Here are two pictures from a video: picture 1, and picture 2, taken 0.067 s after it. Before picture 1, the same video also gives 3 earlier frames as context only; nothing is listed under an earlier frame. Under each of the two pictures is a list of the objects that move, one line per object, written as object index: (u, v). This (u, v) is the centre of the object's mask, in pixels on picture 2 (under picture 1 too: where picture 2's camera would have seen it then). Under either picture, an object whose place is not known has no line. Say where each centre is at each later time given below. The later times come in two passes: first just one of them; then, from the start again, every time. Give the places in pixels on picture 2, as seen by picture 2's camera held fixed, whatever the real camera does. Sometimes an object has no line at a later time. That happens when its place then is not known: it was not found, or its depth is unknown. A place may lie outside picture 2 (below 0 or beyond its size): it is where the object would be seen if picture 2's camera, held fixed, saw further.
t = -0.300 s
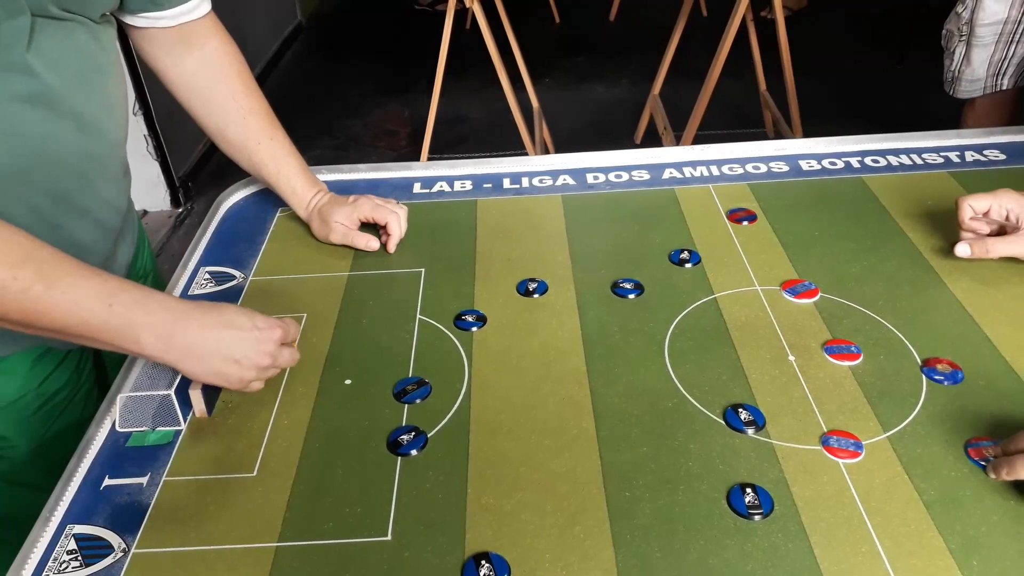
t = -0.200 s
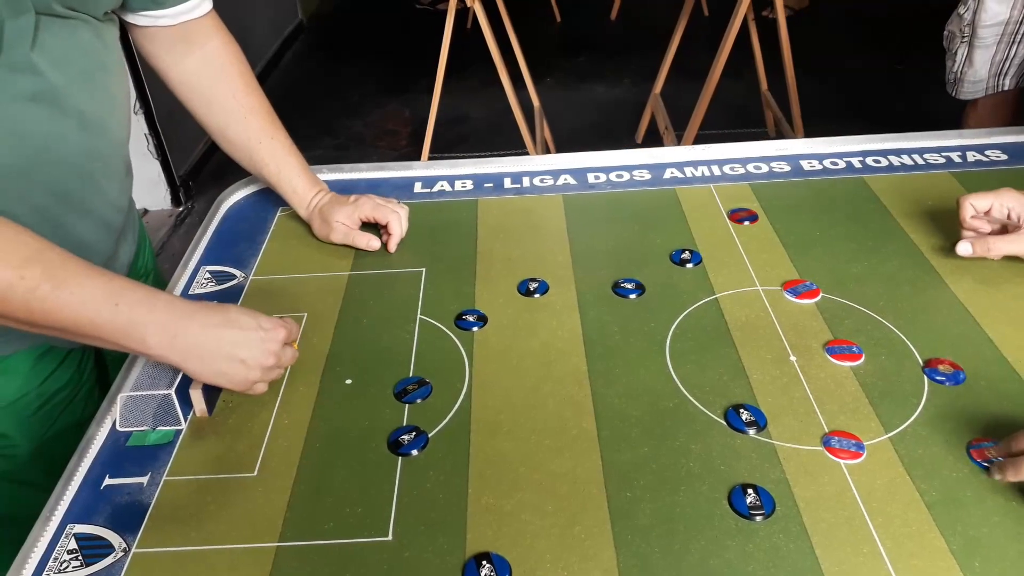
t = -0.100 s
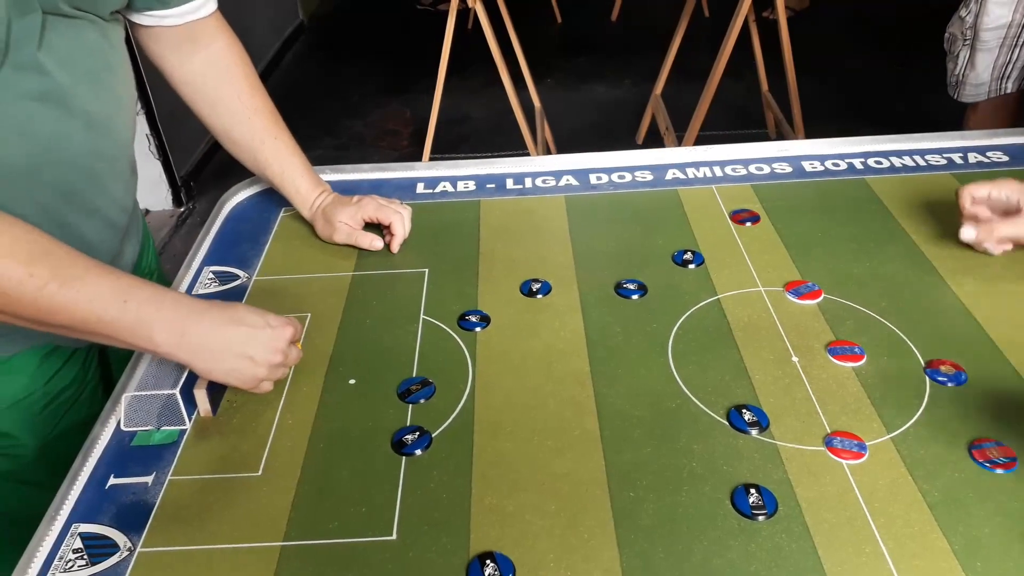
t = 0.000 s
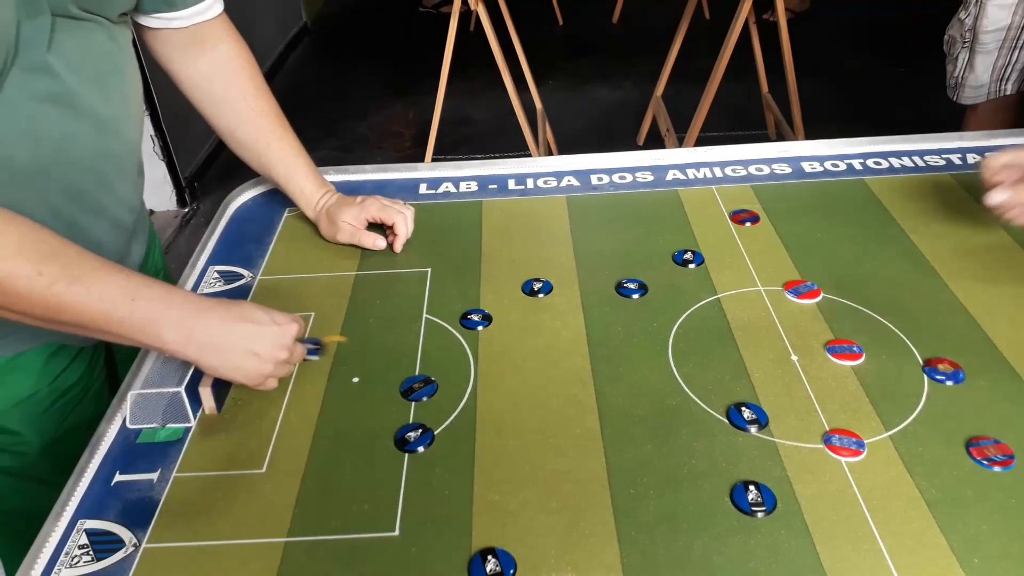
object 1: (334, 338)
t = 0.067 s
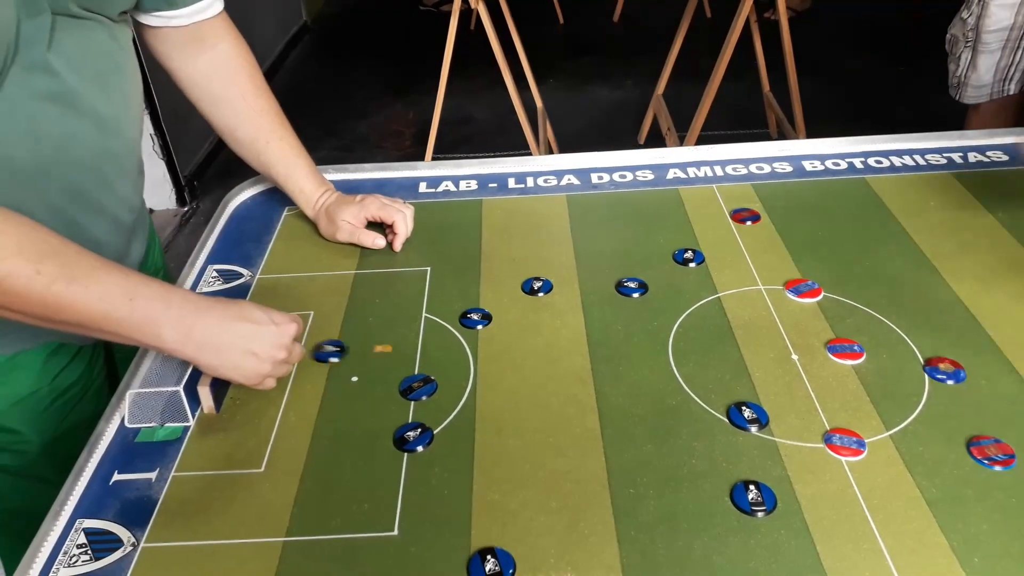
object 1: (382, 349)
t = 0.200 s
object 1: (453, 355)
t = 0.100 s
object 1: (402, 352)
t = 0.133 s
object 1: (420, 352)
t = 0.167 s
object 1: (438, 355)
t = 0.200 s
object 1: (453, 355)
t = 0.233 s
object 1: (467, 357)
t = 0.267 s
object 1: (481, 359)
